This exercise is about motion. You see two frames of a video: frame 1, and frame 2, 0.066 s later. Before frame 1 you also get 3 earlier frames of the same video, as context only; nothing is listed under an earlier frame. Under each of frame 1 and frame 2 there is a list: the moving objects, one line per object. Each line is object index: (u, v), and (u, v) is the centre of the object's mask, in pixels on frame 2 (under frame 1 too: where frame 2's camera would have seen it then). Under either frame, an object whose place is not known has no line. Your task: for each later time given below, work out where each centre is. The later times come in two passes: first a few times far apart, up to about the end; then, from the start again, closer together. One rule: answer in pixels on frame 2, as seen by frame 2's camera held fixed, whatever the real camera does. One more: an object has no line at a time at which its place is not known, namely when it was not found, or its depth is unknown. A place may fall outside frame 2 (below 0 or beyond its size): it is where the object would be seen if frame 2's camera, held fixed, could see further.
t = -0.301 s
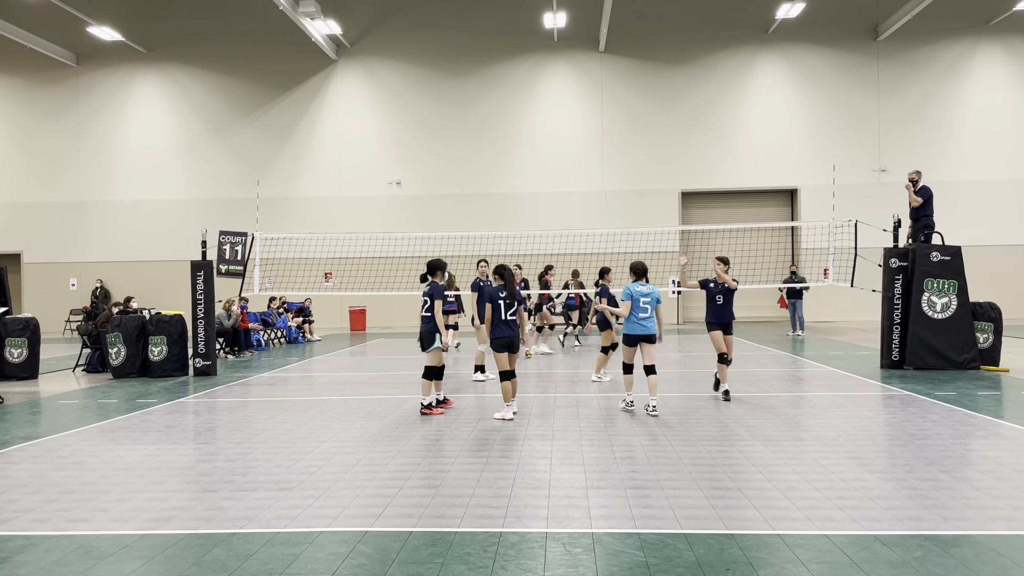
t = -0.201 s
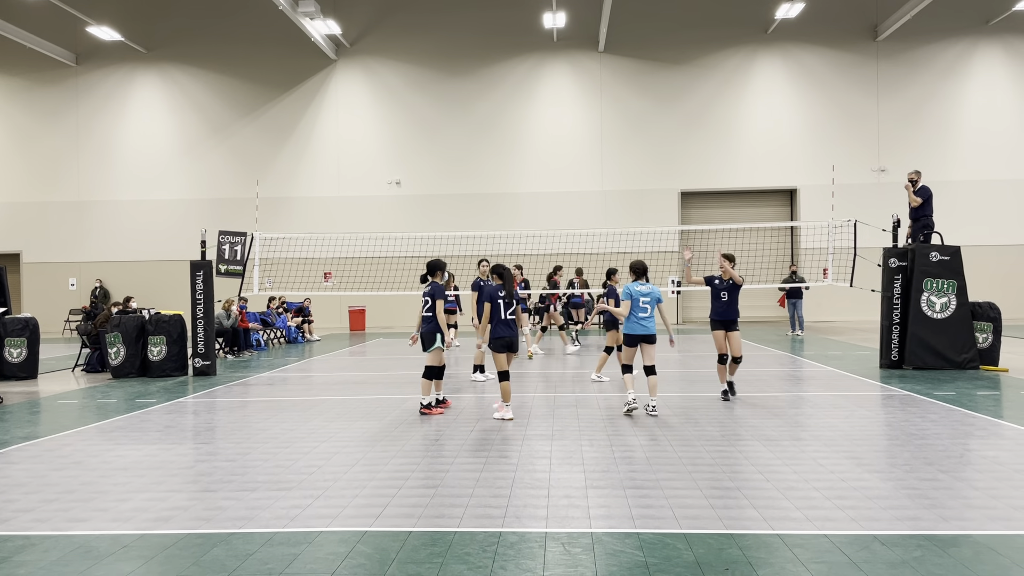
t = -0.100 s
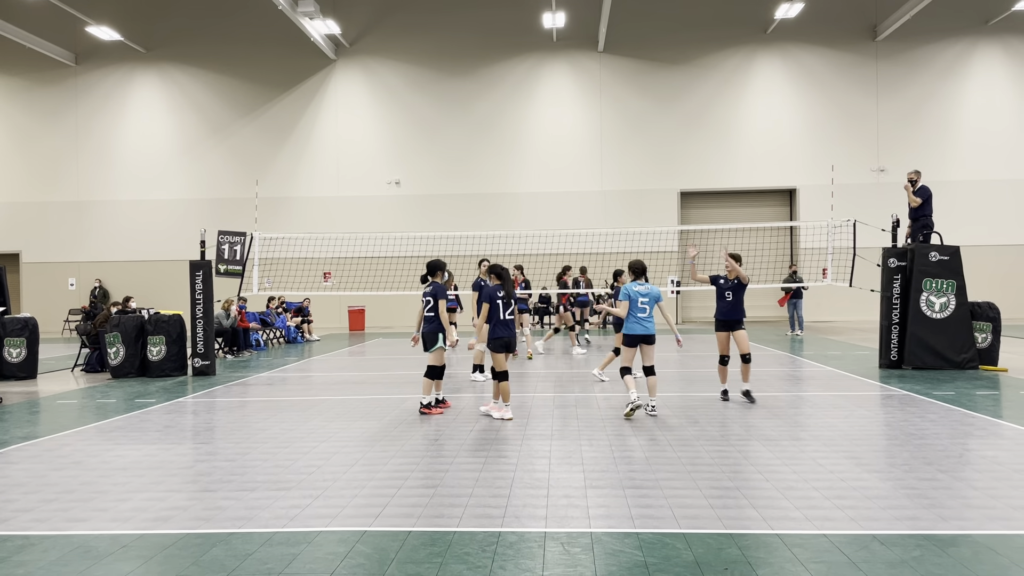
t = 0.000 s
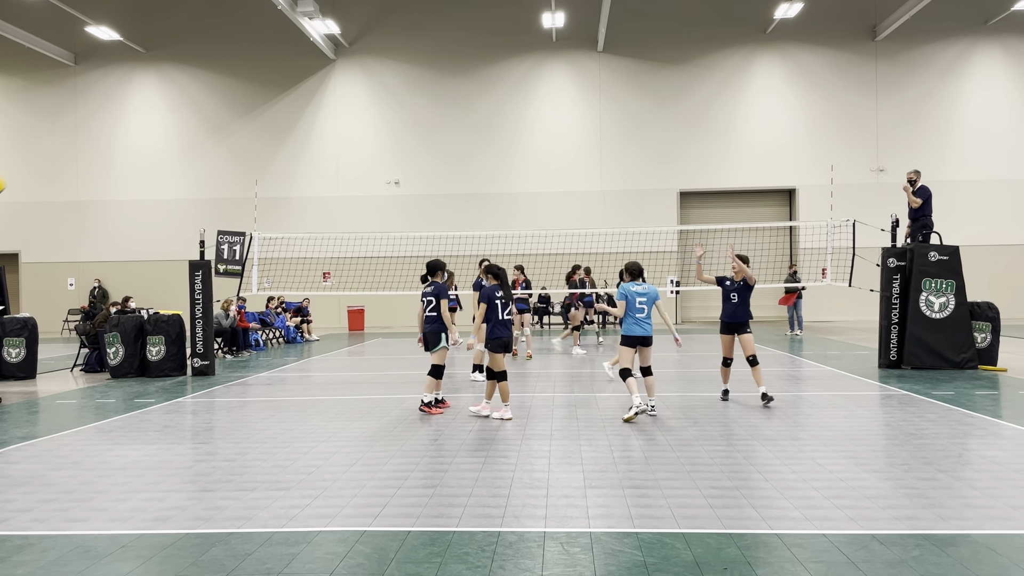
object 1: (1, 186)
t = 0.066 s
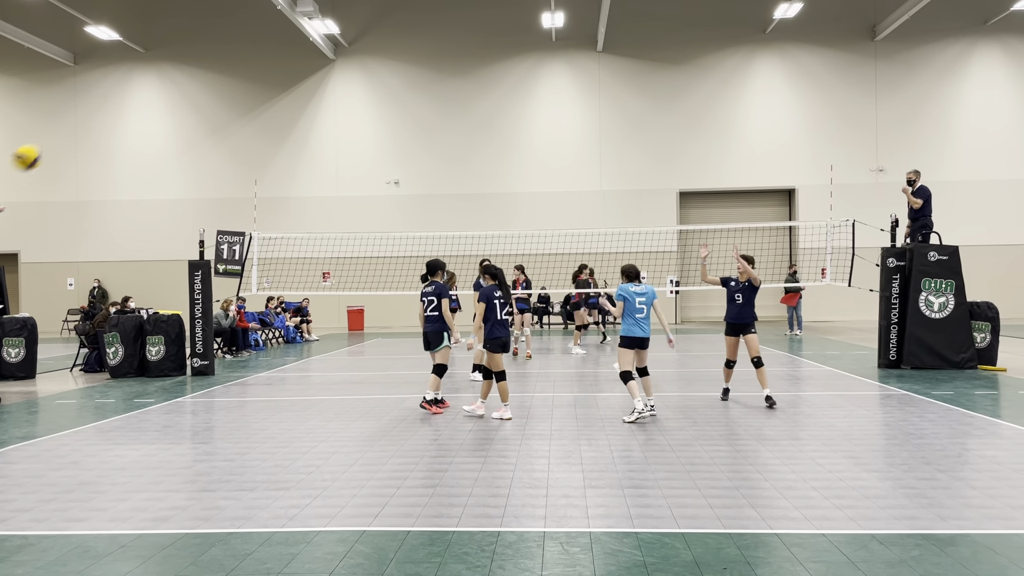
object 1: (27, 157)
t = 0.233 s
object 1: (118, 115)
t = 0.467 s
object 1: (245, 108)
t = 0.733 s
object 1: (387, 178)
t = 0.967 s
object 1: (509, 302)
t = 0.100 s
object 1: (45, 146)
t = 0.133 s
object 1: (63, 136)
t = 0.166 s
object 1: (81, 128)
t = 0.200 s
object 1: (100, 121)
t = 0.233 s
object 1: (118, 115)
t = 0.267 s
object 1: (137, 110)
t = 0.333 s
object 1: (173, 104)
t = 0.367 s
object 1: (191, 104)
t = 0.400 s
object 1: (209, 104)
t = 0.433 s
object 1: (228, 105)
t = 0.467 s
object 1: (245, 108)
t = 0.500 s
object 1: (263, 112)
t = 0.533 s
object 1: (280, 118)
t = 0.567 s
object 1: (298, 125)
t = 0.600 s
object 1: (315, 133)
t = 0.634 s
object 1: (334, 142)
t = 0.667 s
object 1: (352, 153)
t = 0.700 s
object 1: (370, 165)
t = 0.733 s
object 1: (387, 178)
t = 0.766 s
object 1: (404, 191)
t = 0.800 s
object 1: (421, 207)
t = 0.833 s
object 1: (439, 223)
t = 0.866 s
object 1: (457, 241)
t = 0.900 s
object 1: (475, 260)
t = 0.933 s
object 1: (492, 279)
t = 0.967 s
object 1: (509, 302)
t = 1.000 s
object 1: (524, 323)
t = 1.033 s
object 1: (543, 347)
